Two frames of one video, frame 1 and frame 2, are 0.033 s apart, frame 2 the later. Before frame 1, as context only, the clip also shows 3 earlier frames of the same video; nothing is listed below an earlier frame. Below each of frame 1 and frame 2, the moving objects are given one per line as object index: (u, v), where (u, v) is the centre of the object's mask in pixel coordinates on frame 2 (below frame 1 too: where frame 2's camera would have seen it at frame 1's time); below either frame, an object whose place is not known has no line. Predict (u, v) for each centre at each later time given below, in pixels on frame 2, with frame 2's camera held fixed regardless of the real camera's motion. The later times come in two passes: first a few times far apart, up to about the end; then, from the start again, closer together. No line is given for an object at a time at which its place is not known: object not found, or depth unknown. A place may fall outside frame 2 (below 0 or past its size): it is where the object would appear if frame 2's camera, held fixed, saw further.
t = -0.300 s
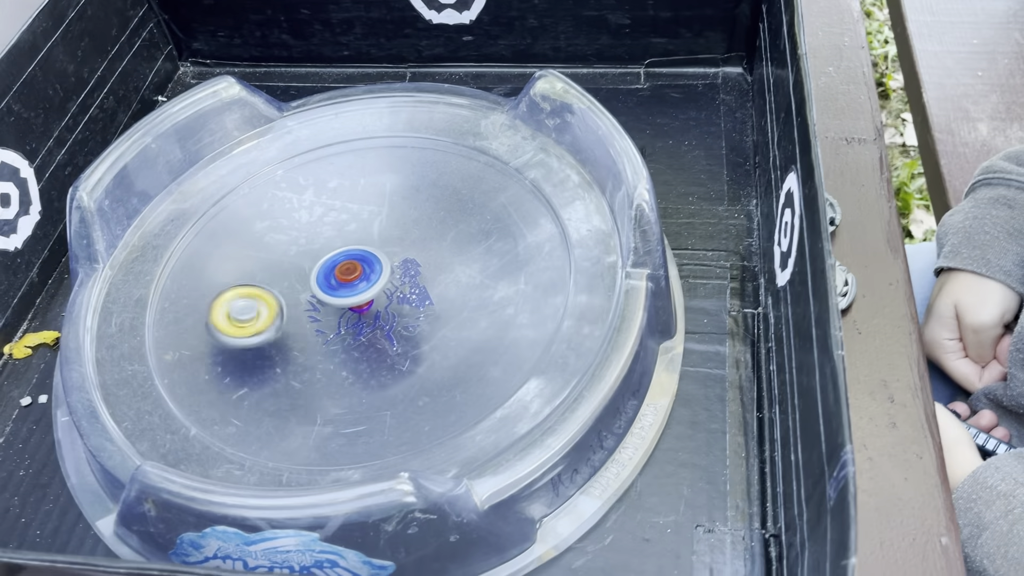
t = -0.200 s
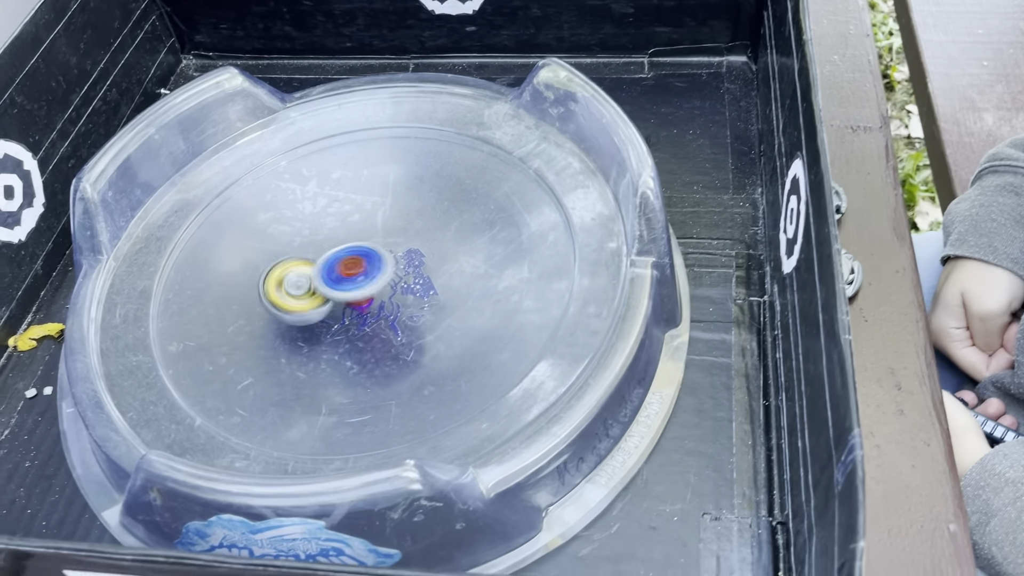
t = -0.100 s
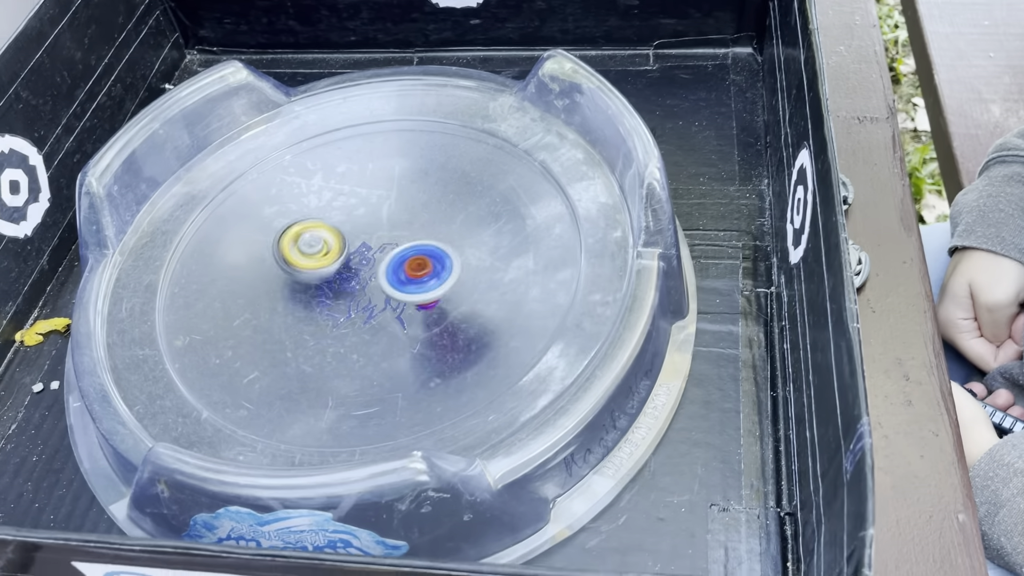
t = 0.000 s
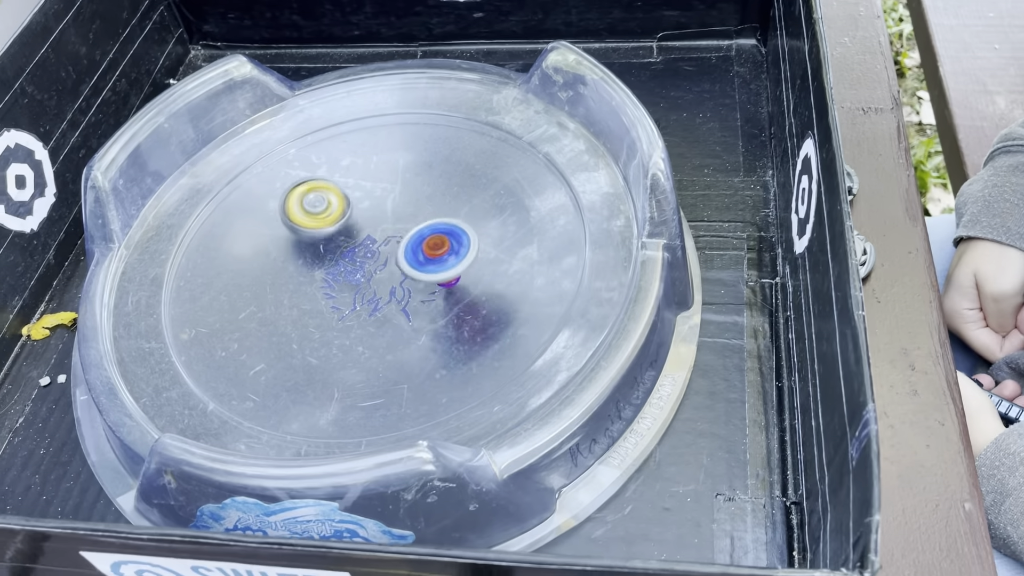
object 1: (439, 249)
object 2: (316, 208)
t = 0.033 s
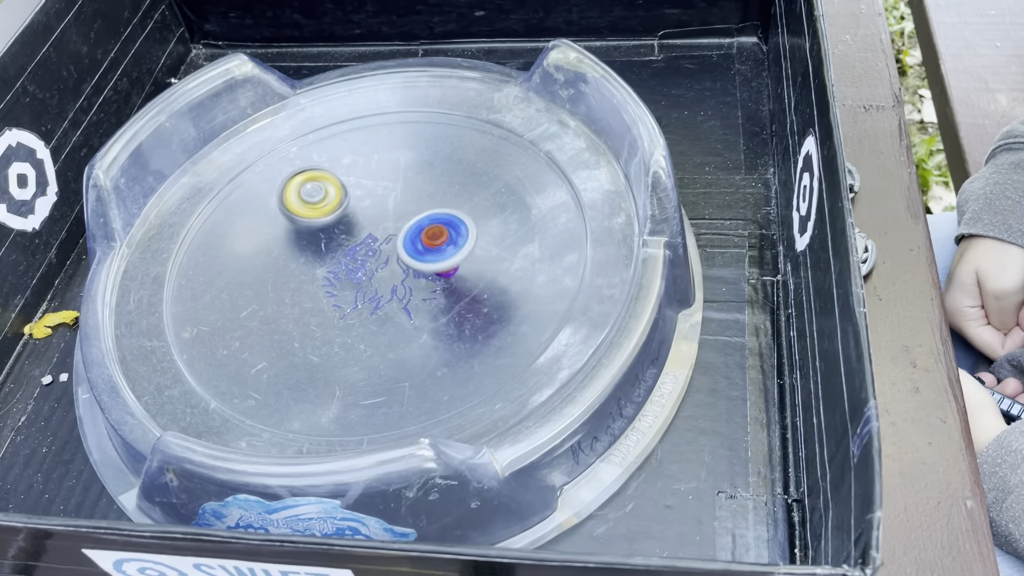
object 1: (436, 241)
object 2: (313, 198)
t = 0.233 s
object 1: (384, 223)
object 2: (290, 192)
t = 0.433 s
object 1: (337, 260)
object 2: (334, 208)
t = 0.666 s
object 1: (346, 296)
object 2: (391, 184)
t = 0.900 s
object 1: (374, 282)
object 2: (404, 200)
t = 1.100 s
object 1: (371, 256)
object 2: (433, 235)
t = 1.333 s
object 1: (343, 234)
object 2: (450, 256)
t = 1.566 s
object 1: (313, 225)
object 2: (412, 284)
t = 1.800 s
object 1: (306, 232)
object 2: (368, 318)
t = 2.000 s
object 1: (327, 239)
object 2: (345, 323)
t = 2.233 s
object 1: (362, 235)
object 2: (307, 297)
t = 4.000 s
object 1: (330, 250)
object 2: (404, 271)
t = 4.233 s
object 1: (315, 240)
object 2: (394, 295)
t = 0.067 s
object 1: (431, 233)
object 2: (308, 191)
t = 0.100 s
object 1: (423, 228)
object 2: (302, 186)
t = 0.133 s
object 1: (414, 224)
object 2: (297, 184)
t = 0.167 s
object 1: (404, 222)
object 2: (293, 184)
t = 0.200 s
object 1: (394, 222)
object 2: (289, 187)
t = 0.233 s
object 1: (384, 223)
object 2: (290, 192)
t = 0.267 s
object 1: (376, 225)
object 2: (292, 198)
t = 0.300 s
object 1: (368, 228)
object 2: (297, 204)
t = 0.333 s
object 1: (360, 233)
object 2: (302, 210)
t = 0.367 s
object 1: (350, 237)
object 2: (308, 212)
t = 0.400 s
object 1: (341, 243)
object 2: (321, 206)
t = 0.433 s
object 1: (337, 260)
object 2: (334, 208)
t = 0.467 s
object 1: (332, 273)
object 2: (345, 209)
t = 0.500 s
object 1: (330, 282)
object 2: (355, 207)
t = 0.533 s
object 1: (331, 287)
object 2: (365, 202)
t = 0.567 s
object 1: (334, 290)
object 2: (375, 197)
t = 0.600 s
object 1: (338, 293)
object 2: (382, 192)
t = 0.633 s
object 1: (342, 295)
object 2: (388, 188)
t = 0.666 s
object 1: (346, 296)
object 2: (391, 184)
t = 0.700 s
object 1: (351, 296)
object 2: (393, 182)
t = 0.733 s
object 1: (356, 296)
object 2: (394, 182)
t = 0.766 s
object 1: (360, 294)
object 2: (395, 184)
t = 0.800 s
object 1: (365, 292)
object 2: (396, 187)
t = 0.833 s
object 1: (368, 290)
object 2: (398, 190)
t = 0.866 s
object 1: (372, 286)
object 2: (401, 195)
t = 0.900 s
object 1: (374, 282)
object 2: (404, 200)
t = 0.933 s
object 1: (376, 278)
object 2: (406, 206)
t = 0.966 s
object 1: (376, 273)
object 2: (409, 214)
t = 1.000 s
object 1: (376, 269)
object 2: (415, 218)
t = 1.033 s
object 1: (375, 264)
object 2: (423, 223)
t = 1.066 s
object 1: (373, 260)
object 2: (429, 228)
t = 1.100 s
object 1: (371, 256)
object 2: (433, 235)
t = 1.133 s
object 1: (367, 251)
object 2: (435, 241)
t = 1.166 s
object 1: (364, 248)
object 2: (439, 245)
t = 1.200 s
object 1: (360, 244)
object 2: (444, 247)
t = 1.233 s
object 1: (356, 241)
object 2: (448, 249)
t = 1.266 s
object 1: (351, 239)
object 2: (450, 251)
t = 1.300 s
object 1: (347, 237)
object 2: (450, 254)
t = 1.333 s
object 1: (343, 234)
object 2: (450, 256)
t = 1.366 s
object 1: (338, 232)
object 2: (448, 259)
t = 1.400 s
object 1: (334, 230)
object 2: (444, 261)
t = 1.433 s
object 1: (330, 228)
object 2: (438, 266)
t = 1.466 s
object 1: (325, 227)
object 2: (433, 270)
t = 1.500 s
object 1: (321, 226)
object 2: (427, 274)
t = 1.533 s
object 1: (317, 225)
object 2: (420, 279)
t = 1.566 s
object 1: (313, 225)
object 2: (412, 284)
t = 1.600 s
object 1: (310, 225)
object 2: (403, 291)
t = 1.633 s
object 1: (307, 226)
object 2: (397, 296)
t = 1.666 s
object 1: (305, 226)
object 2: (390, 301)
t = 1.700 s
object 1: (304, 227)
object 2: (382, 306)
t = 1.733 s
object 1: (304, 229)
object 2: (377, 311)
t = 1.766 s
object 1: (305, 230)
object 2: (373, 315)
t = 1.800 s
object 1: (306, 232)
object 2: (368, 318)
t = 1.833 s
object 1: (308, 233)
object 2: (362, 321)
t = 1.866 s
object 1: (310, 235)
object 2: (359, 324)
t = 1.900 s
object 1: (313, 236)
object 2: (356, 324)
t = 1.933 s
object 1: (317, 237)
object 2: (351, 325)
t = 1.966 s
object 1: (322, 238)
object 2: (347, 325)
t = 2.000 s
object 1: (327, 239)
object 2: (345, 323)
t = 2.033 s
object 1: (332, 239)
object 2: (340, 319)
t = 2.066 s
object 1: (336, 239)
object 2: (335, 317)
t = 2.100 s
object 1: (342, 238)
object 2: (331, 313)
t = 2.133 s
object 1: (347, 238)
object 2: (325, 309)
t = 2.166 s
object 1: (352, 237)
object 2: (318, 306)
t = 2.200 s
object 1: (357, 236)
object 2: (313, 302)
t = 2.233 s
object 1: (362, 235)
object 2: (307, 297)
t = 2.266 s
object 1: (366, 234)
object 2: (299, 295)
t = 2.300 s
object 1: (371, 233)
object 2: (296, 292)
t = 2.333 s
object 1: (375, 232)
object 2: (291, 288)
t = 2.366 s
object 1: (378, 230)
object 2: (285, 287)
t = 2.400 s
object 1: (382, 229)
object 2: (283, 283)
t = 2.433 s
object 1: (385, 228)
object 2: (280, 279)
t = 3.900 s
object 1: (339, 255)
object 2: (413, 253)
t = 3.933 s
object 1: (336, 254)
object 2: (409, 259)
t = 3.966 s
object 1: (333, 251)
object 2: (407, 264)
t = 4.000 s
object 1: (330, 250)
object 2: (404, 271)
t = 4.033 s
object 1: (327, 248)
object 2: (404, 274)
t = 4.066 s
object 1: (324, 246)
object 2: (401, 280)
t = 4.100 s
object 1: (321, 244)
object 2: (402, 283)
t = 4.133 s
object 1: (319, 243)
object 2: (400, 288)
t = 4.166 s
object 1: (317, 241)
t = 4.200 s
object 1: (316, 241)
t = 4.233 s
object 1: (315, 240)
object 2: (394, 295)
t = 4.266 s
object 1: (315, 239)
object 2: (394, 296)
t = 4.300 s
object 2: (389, 297)
